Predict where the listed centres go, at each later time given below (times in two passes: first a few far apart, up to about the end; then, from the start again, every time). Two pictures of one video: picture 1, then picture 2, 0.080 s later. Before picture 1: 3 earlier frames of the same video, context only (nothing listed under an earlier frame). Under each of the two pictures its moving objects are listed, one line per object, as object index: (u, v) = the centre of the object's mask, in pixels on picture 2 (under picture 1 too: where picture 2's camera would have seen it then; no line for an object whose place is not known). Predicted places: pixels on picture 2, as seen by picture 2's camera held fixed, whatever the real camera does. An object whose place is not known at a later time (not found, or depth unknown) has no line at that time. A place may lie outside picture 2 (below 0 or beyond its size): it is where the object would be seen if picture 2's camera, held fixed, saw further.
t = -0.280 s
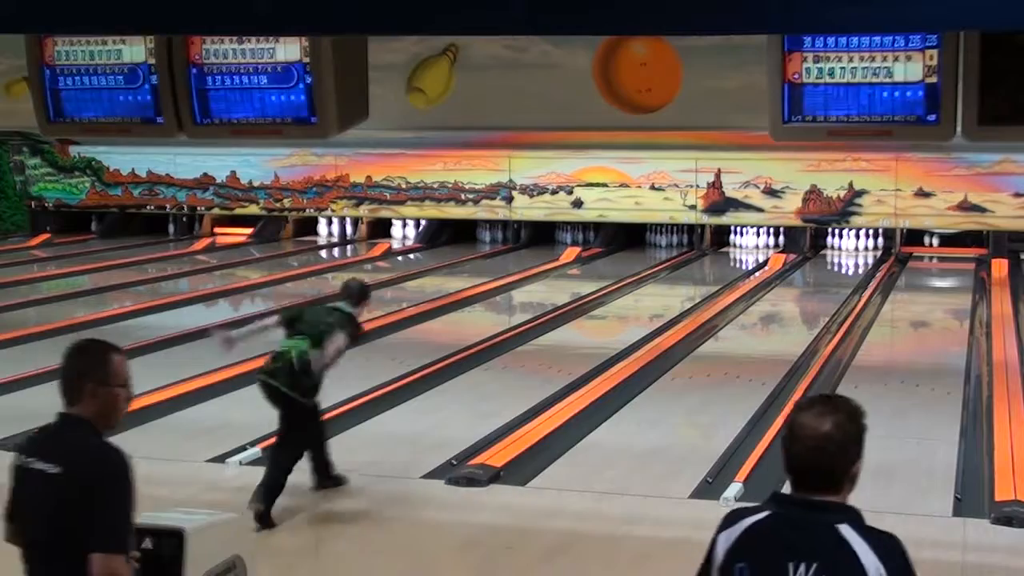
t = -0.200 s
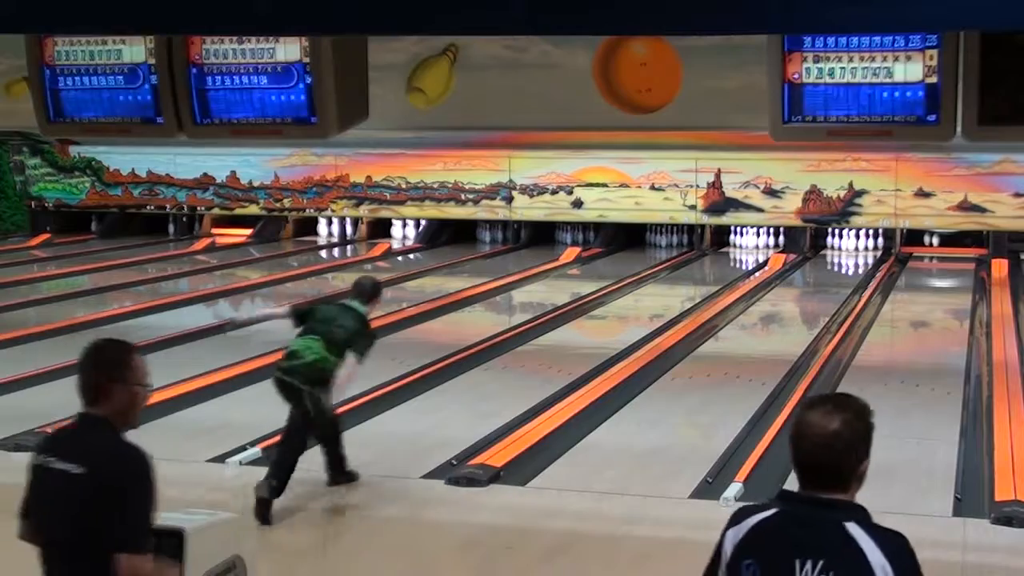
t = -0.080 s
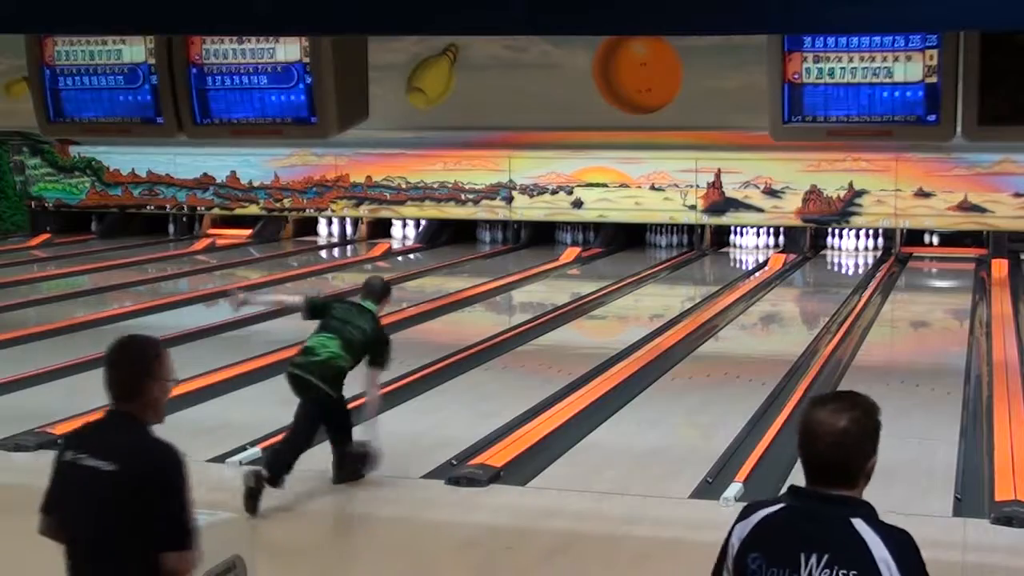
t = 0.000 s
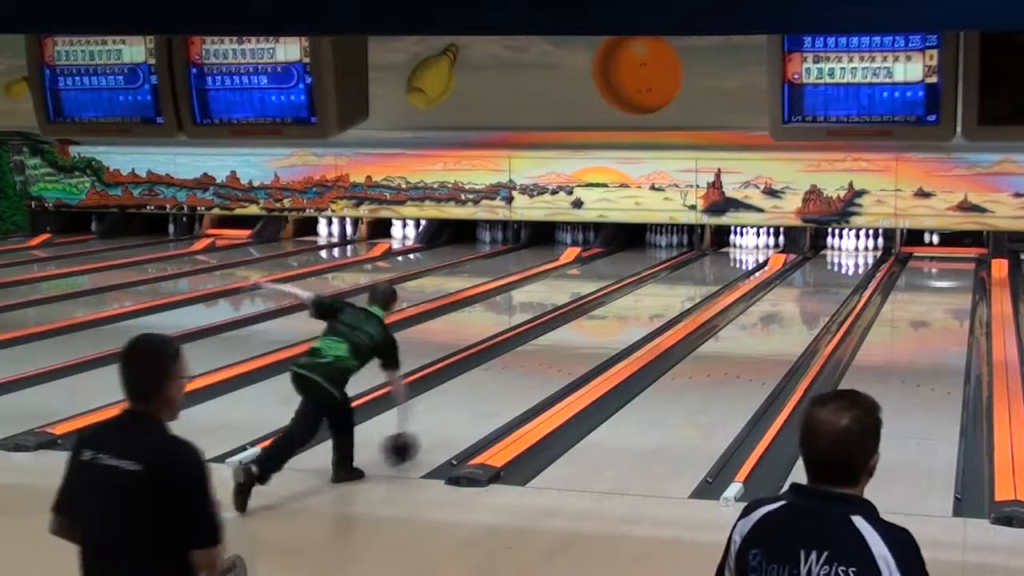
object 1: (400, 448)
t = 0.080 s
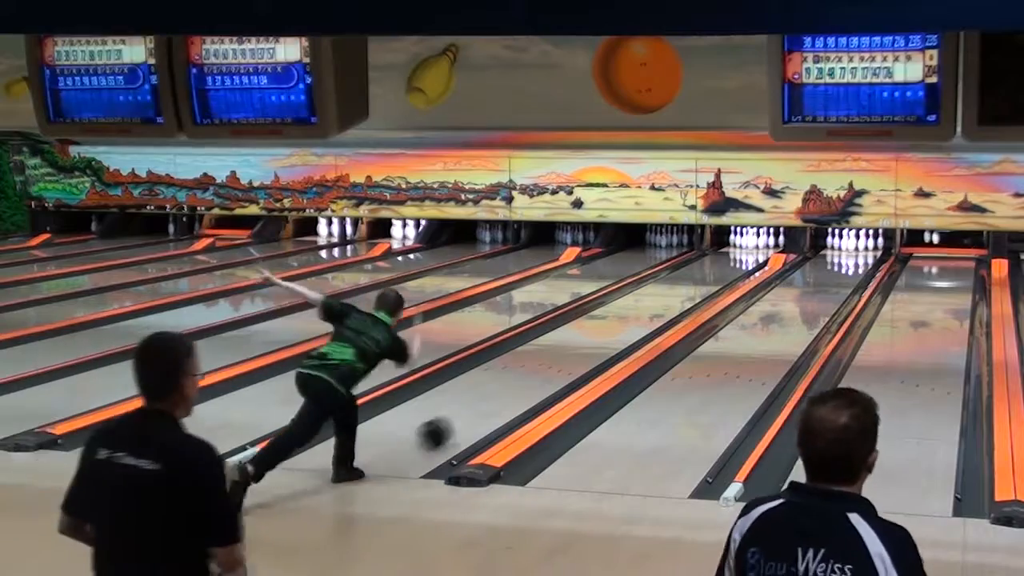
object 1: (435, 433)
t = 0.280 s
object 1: (506, 395)
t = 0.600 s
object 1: (589, 351)
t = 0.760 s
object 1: (620, 333)
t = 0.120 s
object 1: (451, 425)
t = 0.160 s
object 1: (465, 417)
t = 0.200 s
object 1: (480, 409)
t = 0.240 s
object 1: (492, 402)
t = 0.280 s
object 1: (506, 395)
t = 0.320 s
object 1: (518, 389)
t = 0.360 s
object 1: (529, 382)
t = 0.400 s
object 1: (541, 377)
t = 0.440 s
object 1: (551, 371)
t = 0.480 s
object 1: (561, 366)
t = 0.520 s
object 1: (571, 360)
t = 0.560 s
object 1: (580, 356)
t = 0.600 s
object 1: (589, 351)
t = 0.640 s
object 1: (597, 346)
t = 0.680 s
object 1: (605, 342)
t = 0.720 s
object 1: (613, 338)
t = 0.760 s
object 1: (620, 333)
